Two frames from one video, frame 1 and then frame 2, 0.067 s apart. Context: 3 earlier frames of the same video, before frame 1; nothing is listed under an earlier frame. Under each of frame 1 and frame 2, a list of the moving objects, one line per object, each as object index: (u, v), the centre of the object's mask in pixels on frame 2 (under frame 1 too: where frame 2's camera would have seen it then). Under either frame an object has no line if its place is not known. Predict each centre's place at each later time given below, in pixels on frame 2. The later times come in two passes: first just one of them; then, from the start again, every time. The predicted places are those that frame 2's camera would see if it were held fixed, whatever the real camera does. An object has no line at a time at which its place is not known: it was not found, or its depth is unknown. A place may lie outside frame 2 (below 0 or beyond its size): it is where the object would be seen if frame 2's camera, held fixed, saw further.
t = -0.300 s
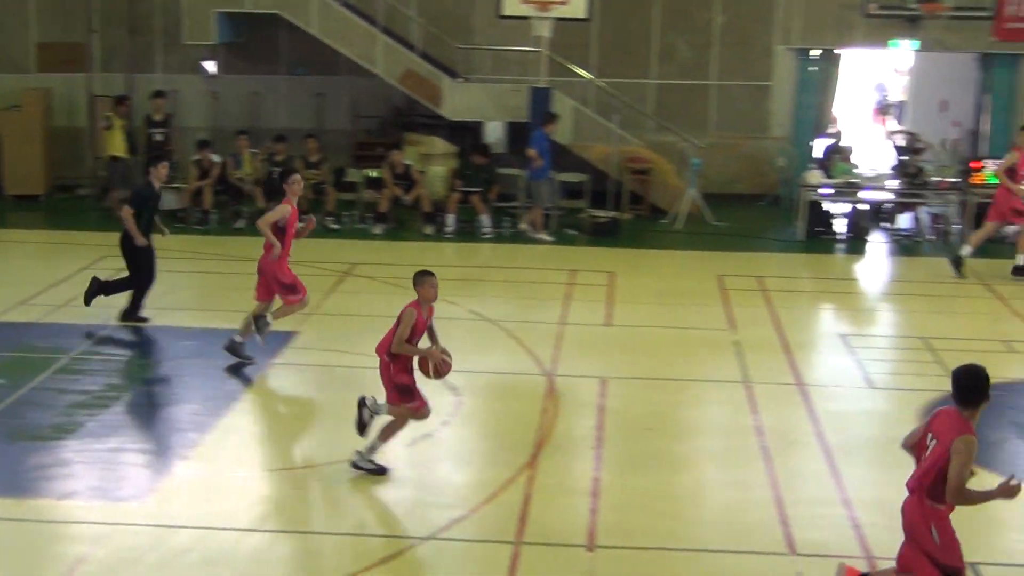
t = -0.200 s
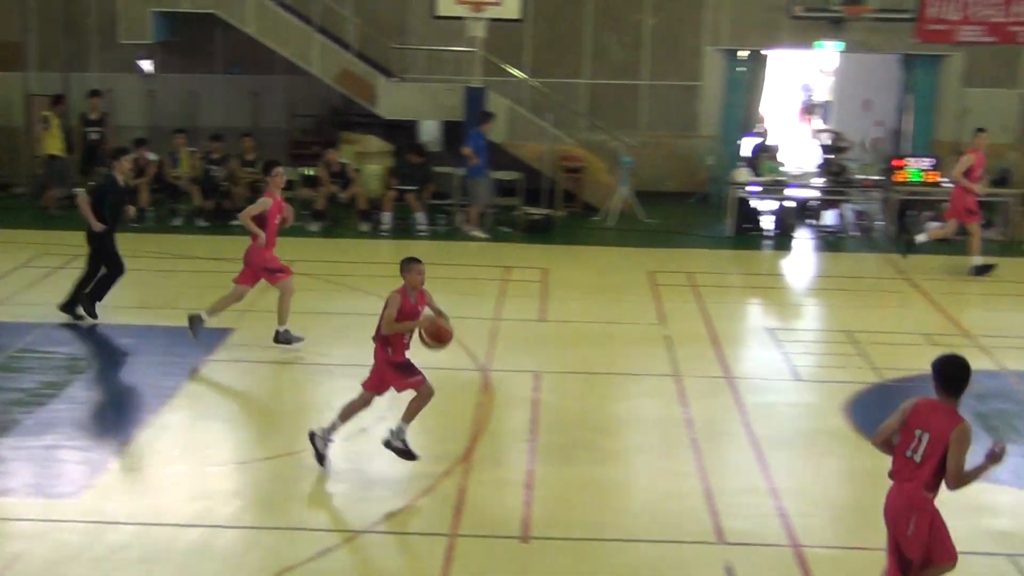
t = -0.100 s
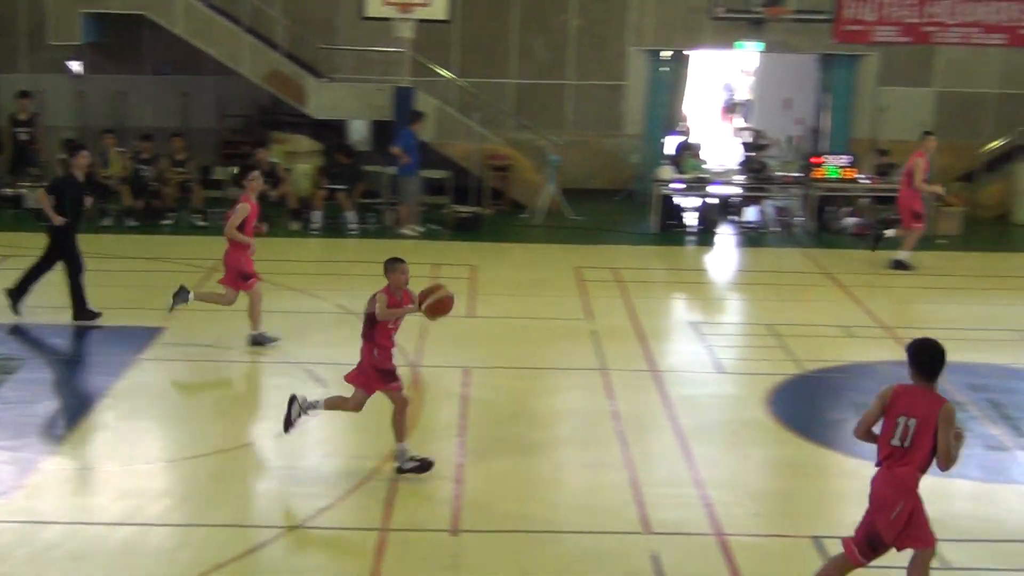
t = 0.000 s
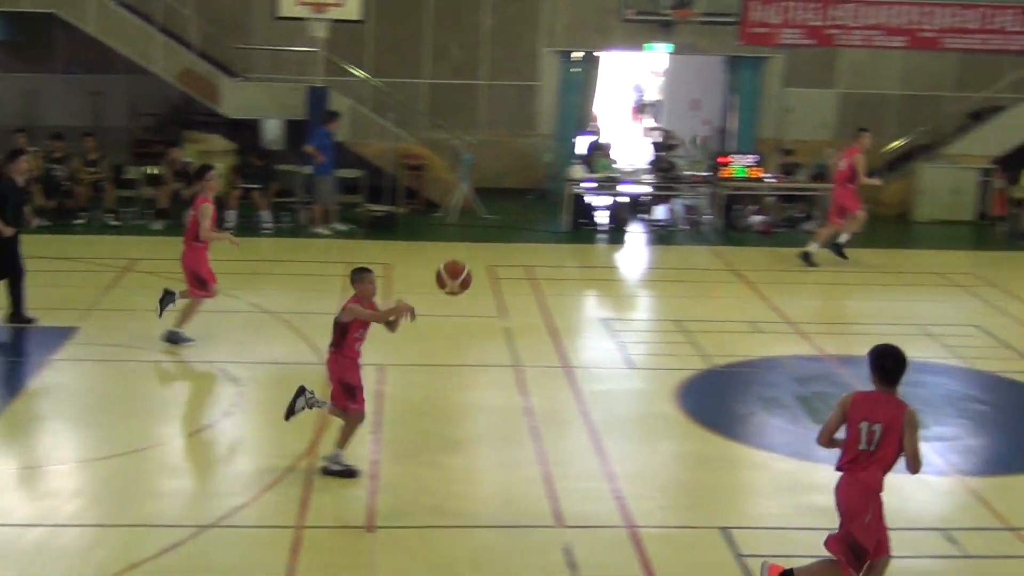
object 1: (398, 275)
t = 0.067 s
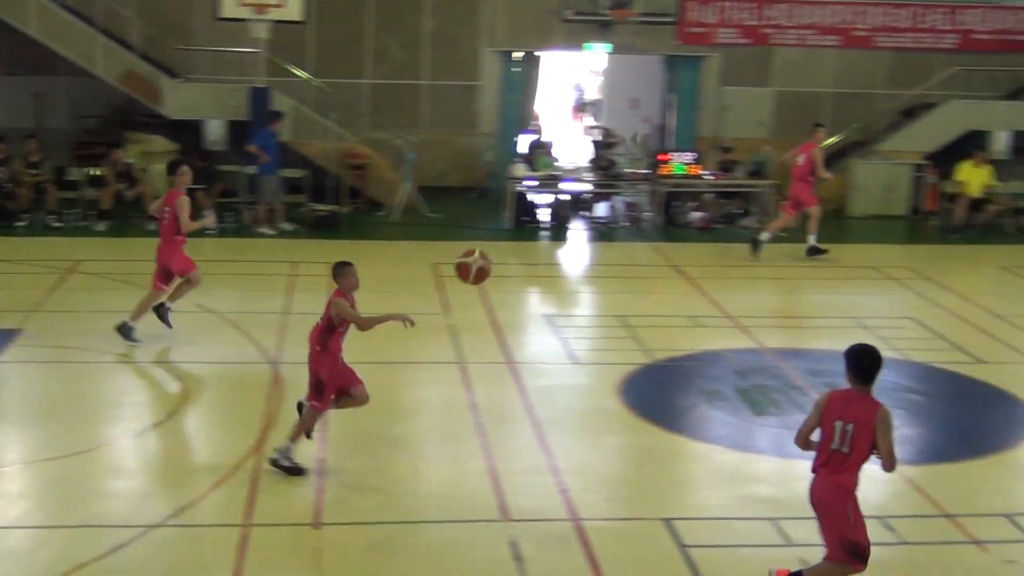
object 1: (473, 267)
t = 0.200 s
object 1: (632, 266)
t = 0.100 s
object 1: (511, 265)
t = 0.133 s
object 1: (551, 265)
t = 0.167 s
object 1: (592, 264)
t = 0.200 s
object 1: (632, 266)
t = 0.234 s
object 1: (675, 271)
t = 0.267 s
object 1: (718, 278)
